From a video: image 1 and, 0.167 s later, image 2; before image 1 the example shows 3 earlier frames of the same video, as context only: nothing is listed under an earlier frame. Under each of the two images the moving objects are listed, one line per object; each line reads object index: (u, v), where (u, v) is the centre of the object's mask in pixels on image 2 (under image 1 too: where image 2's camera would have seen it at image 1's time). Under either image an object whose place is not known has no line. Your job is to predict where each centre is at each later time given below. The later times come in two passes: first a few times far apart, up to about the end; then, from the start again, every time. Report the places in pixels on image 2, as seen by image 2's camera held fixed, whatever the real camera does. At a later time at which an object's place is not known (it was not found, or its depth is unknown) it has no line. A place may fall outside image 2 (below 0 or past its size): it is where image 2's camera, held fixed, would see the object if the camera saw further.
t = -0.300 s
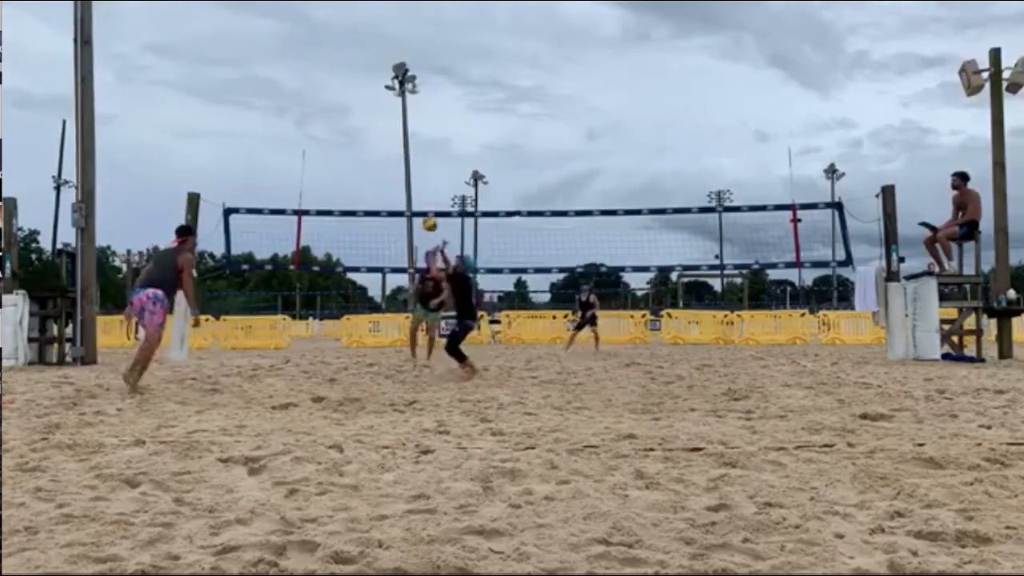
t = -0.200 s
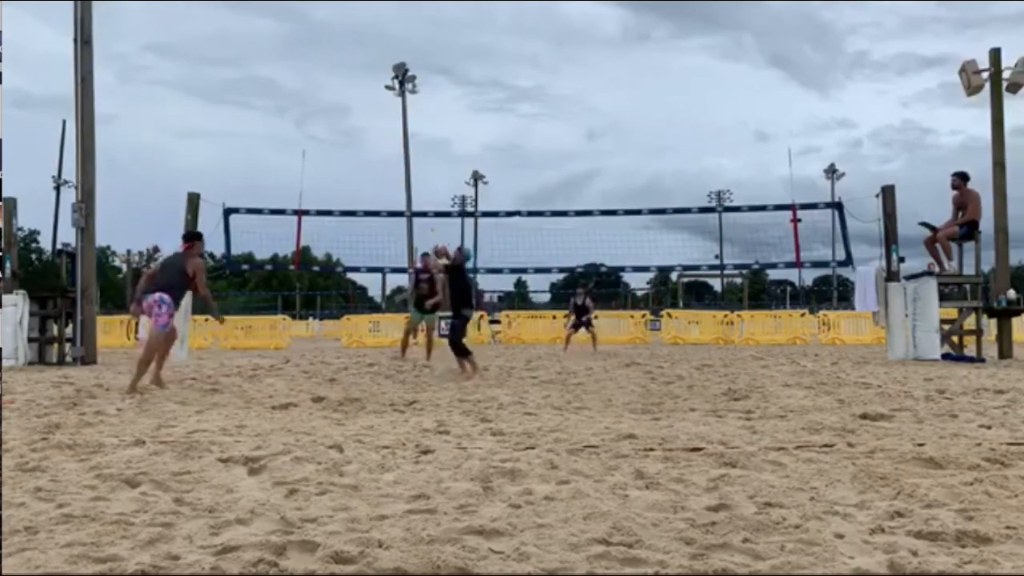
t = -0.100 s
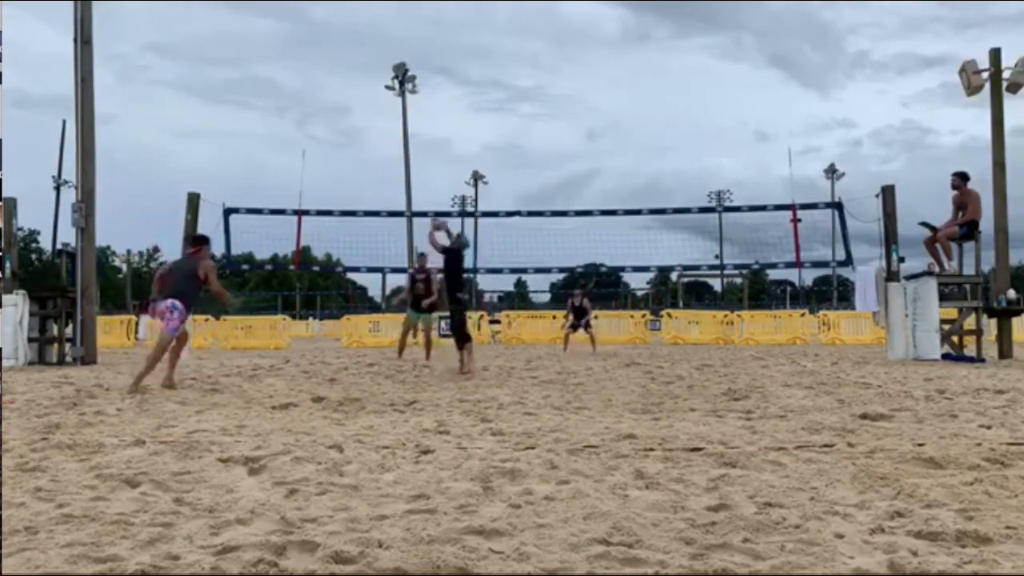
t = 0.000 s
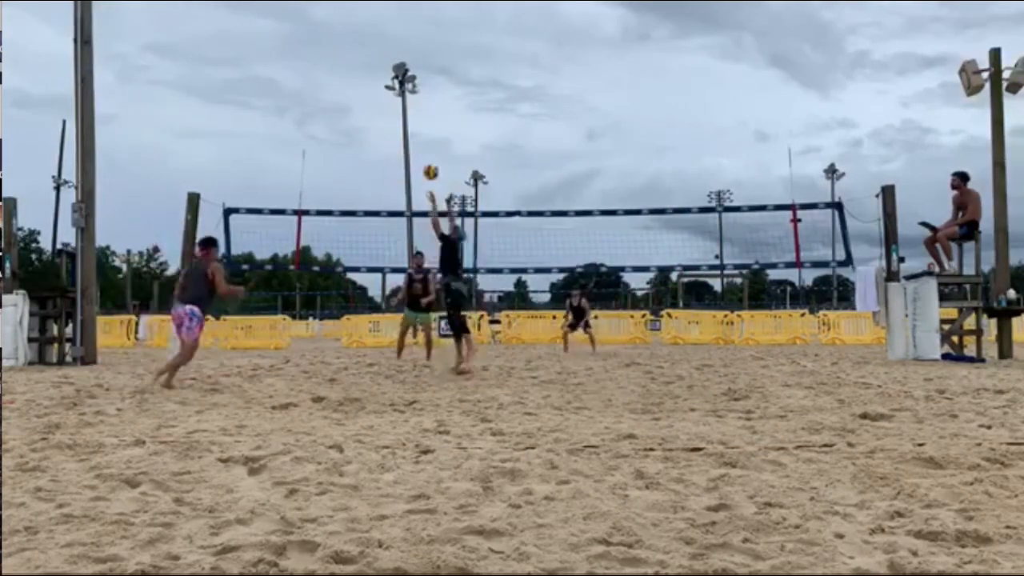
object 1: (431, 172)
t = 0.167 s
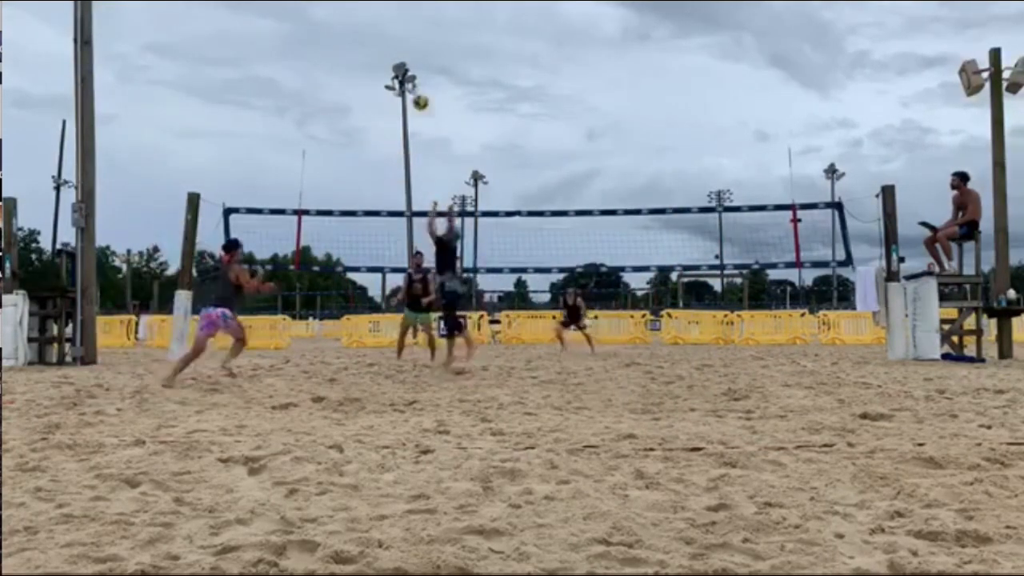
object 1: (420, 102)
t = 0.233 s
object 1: (418, 81)
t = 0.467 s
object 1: (403, 28)
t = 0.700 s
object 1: (392, 15)
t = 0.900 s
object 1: (383, 34)
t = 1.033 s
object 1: (379, 61)
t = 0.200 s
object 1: (419, 90)
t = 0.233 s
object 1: (418, 81)
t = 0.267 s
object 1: (415, 70)
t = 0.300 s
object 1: (413, 61)
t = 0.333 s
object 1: (410, 53)
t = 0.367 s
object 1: (409, 45)
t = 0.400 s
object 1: (407, 39)
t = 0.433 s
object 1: (405, 33)
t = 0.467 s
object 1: (403, 28)
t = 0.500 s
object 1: (402, 24)
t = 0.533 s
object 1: (400, 20)
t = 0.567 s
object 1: (398, 18)
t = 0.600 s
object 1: (396, 16)
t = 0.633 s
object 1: (395, 15)
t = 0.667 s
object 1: (393, 15)
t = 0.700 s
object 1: (392, 15)
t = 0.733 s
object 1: (390, 16)
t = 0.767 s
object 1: (389, 19)
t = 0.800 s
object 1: (387, 21)
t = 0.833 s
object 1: (386, 24)
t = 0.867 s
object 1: (385, 28)
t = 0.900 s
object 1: (383, 34)
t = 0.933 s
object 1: (382, 39)
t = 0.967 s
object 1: (381, 45)
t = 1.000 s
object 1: (380, 53)
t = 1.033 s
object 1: (379, 61)
